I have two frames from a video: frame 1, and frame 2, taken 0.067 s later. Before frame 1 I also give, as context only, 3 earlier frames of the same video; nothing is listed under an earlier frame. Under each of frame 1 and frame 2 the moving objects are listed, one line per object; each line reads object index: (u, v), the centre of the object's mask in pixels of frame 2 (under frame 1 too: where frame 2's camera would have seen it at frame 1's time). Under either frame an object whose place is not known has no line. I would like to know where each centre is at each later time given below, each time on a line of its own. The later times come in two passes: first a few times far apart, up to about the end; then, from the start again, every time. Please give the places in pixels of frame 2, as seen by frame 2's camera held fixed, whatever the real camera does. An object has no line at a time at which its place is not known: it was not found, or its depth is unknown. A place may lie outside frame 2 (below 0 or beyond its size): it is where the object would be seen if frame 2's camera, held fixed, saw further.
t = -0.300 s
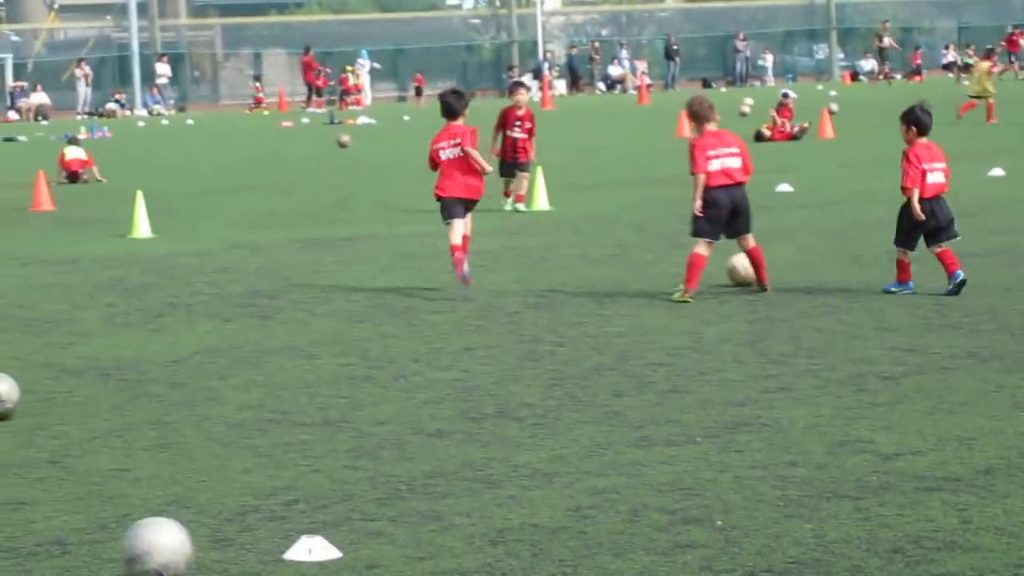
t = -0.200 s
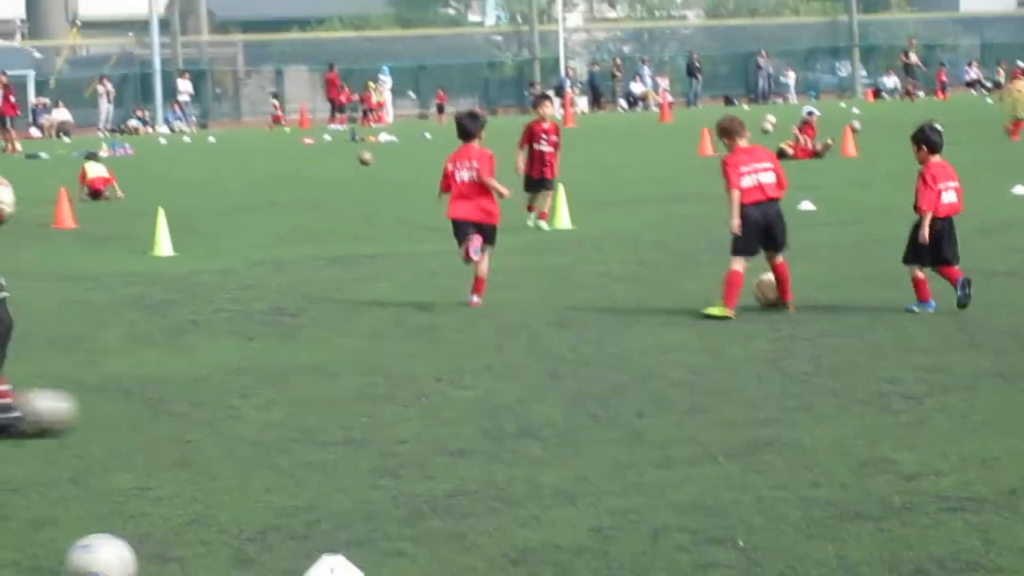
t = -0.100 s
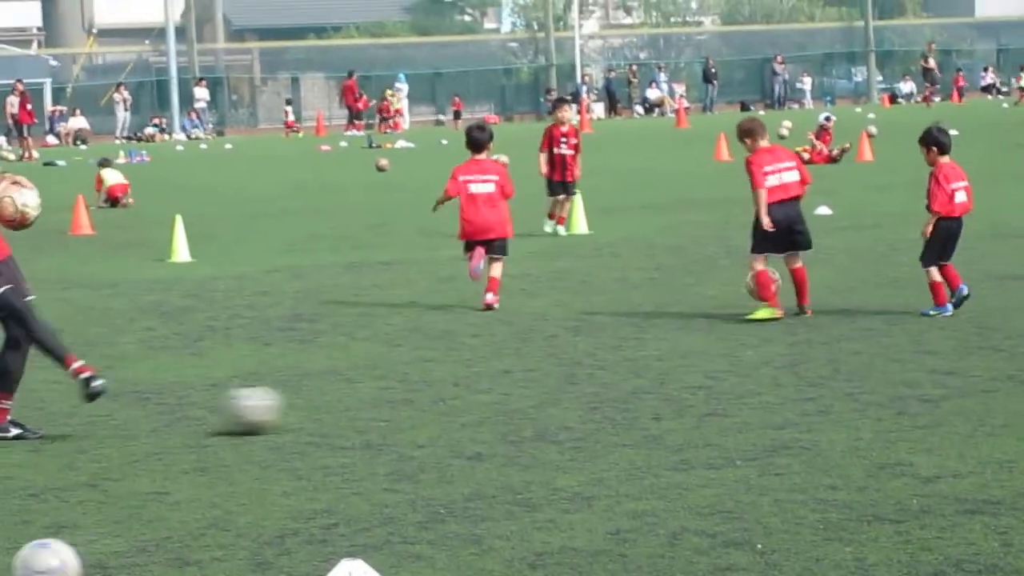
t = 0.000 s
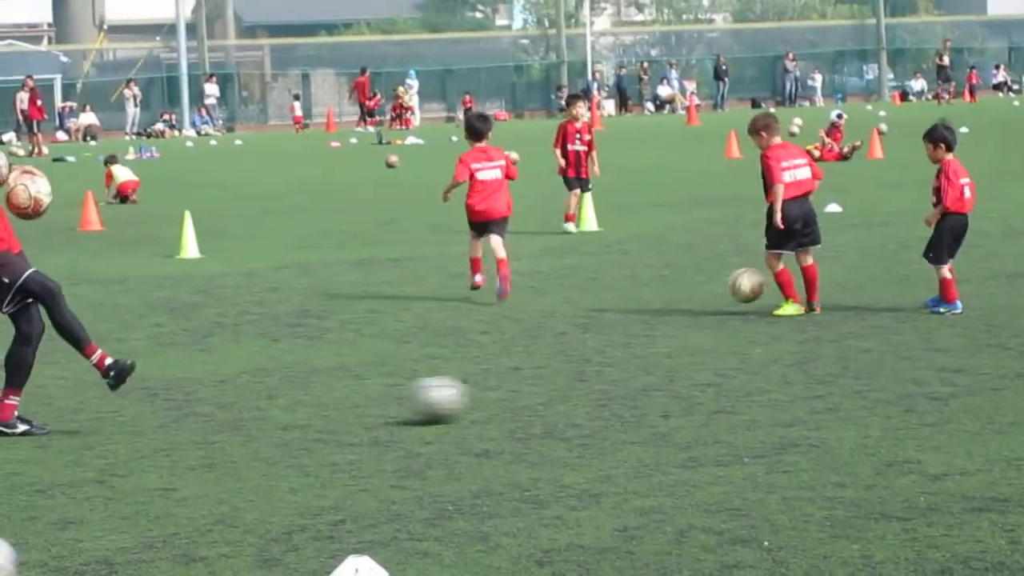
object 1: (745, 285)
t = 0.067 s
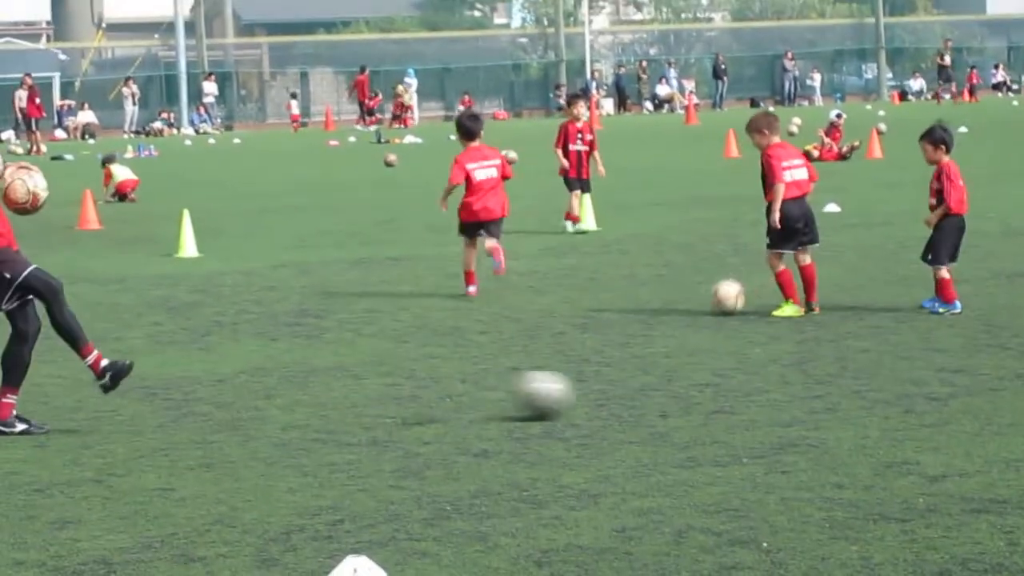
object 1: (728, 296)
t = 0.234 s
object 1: (698, 299)
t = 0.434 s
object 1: (658, 306)
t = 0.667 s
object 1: (613, 311)
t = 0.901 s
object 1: (569, 317)
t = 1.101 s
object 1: (534, 320)
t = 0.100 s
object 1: (721, 297)
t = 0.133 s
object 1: (717, 293)
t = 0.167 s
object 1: (709, 294)
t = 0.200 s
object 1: (704, 295)
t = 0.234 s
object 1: (698, 299)
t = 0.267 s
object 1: (692, 303)
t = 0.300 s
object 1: (686, 302)
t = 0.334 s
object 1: (679, 302)
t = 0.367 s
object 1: (672, 304)
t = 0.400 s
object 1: (666, 305)
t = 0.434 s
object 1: (658, 306)
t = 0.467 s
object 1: (651, 308)
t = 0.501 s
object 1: (645, 307)
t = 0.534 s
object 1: (639, 308)
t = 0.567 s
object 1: (632, 309)
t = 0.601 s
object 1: (626, 309)
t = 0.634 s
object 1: (619, 311)
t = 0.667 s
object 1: (613, 311)
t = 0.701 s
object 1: (606, 311)
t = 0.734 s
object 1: (599, 313)
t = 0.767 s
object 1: (594, 313)
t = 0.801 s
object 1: (588, 314)
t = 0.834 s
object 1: (581, 315)
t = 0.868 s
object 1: (575, 316)
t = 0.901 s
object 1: (569, 317)
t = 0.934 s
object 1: (563, 317)
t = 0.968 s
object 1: (556, 318)
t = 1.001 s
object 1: (551, 318)
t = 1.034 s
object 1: (547, 319)
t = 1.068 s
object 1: (540, 320)
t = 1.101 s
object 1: (534, 320)
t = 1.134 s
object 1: (528, 321)
